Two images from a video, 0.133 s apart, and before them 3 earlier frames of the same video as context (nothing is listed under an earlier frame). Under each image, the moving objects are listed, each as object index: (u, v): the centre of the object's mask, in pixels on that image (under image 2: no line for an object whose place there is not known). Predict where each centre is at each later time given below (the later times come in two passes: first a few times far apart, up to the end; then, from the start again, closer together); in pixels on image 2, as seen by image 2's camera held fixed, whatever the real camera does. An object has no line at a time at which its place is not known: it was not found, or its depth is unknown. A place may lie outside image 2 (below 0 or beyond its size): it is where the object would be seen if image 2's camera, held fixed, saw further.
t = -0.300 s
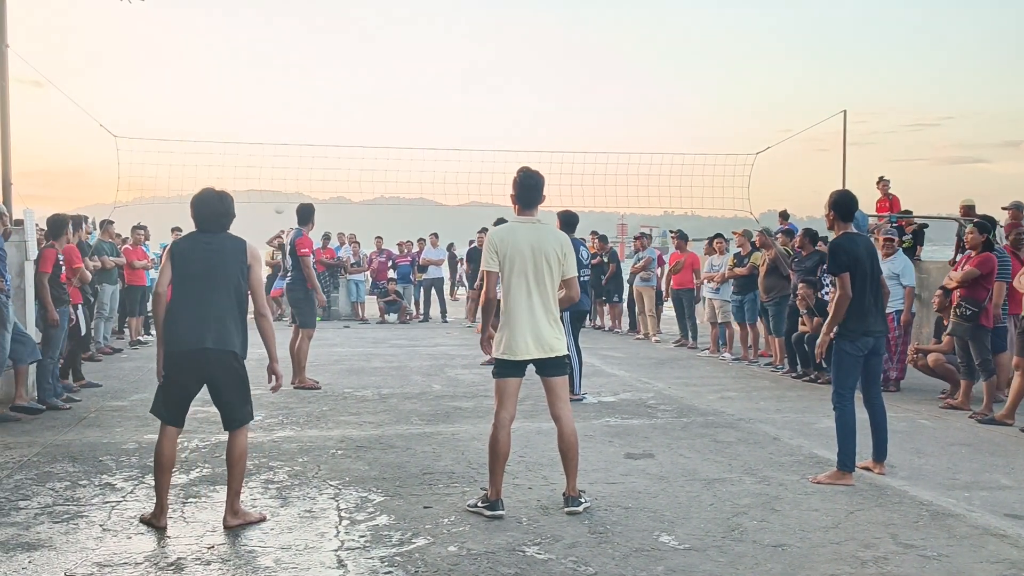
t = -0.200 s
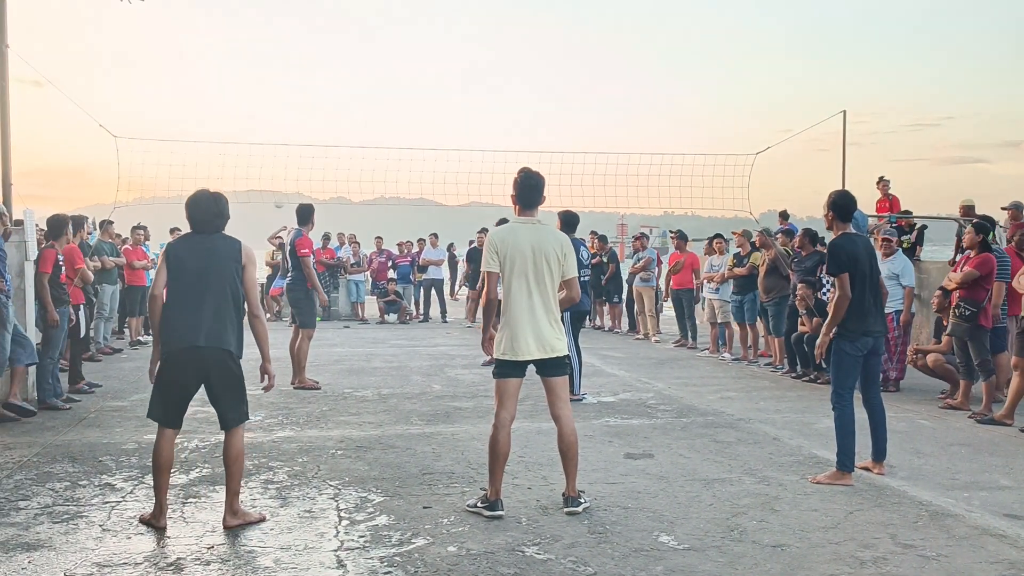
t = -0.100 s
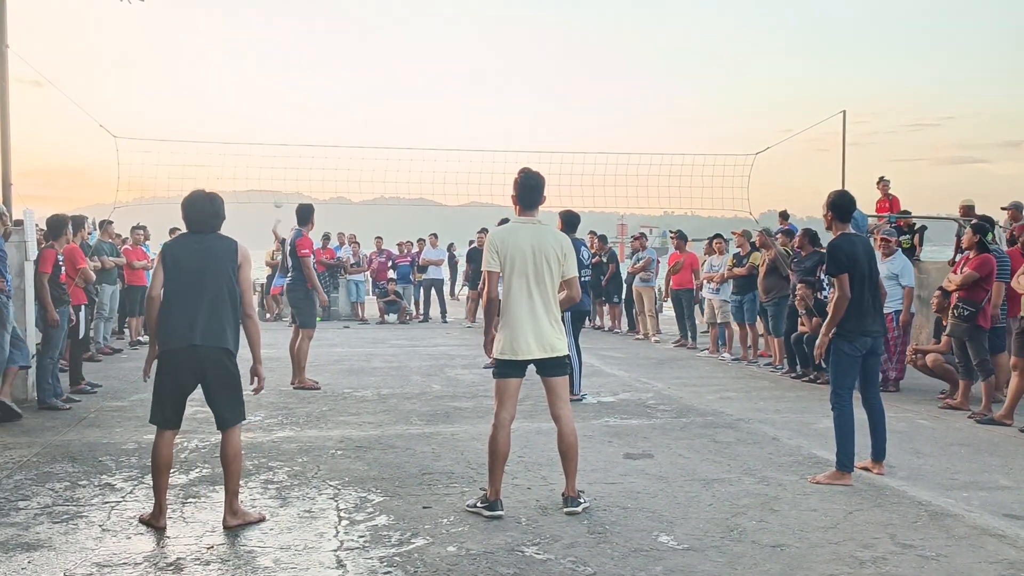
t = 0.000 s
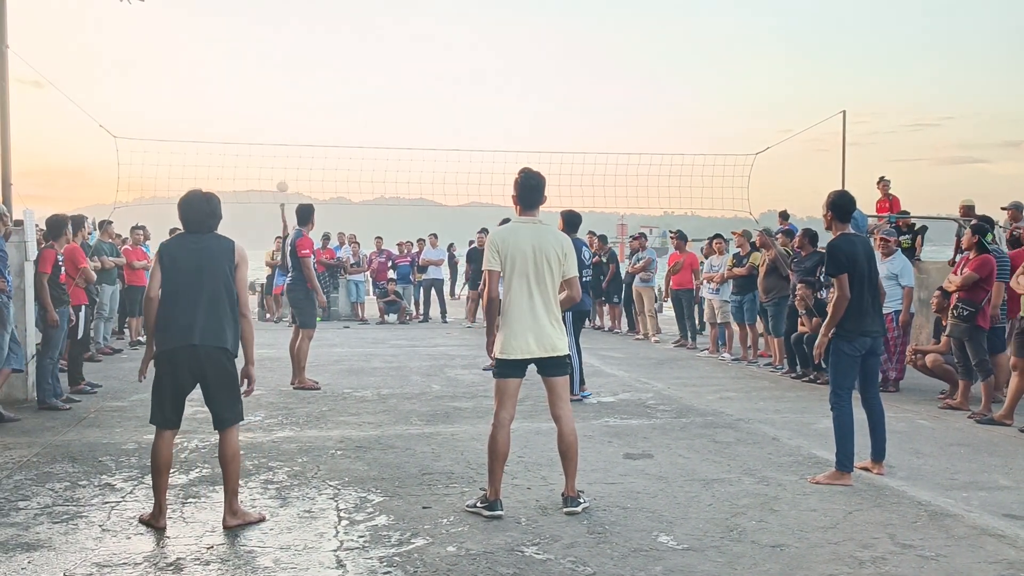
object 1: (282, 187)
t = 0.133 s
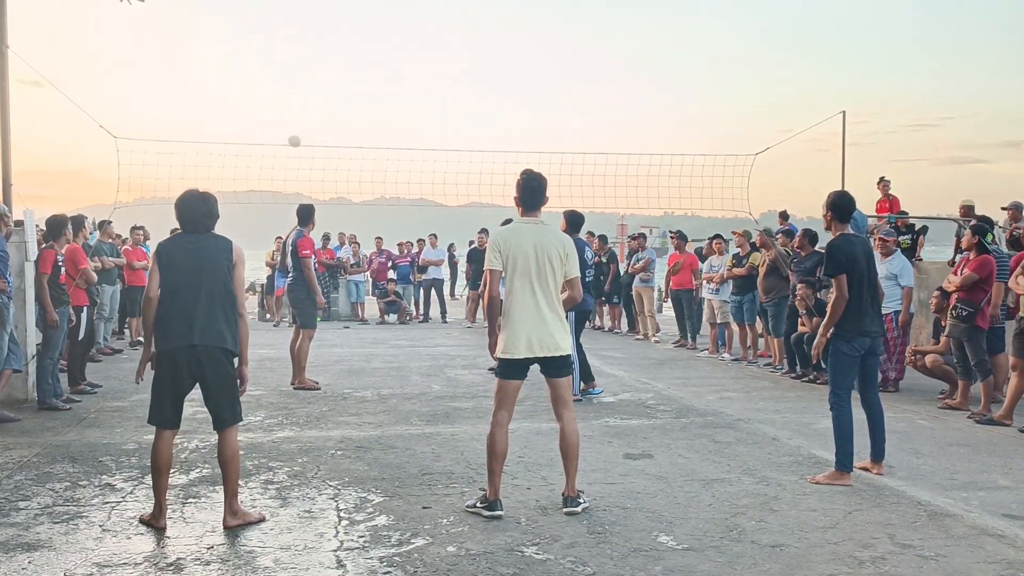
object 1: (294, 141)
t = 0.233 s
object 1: (304, 110)
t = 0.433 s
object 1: (324, 59)
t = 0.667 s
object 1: (353, 31)
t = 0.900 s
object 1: (391, 59)
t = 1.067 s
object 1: (432, 143)
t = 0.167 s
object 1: (297, 130)
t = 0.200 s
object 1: (301, 120)
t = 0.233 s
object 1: (304, 110)
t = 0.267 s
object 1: (307, 100)
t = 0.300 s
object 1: (311, 91)
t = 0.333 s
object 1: (314, 82)
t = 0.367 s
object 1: (317, 74)
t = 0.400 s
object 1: (321, 66)
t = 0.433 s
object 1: (324, 59)
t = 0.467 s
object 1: (328, 53)
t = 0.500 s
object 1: (332, 47)
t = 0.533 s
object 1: (336, 42)
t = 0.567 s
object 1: (340, 38)
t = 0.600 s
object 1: (344, 35)
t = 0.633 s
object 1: (349, 32)
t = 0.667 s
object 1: (353, 31)
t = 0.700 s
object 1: (358, 31)
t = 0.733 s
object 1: (362, 31)
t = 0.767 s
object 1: (367, 34)
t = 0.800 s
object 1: (373, 38)
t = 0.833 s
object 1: (379, 43)
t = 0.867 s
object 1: (385, 50)
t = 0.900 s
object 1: (391, 59)
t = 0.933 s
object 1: (398, 71)
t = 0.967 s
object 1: (406, 84)
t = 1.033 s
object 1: (422, 120)
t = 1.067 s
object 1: (432, 143)
